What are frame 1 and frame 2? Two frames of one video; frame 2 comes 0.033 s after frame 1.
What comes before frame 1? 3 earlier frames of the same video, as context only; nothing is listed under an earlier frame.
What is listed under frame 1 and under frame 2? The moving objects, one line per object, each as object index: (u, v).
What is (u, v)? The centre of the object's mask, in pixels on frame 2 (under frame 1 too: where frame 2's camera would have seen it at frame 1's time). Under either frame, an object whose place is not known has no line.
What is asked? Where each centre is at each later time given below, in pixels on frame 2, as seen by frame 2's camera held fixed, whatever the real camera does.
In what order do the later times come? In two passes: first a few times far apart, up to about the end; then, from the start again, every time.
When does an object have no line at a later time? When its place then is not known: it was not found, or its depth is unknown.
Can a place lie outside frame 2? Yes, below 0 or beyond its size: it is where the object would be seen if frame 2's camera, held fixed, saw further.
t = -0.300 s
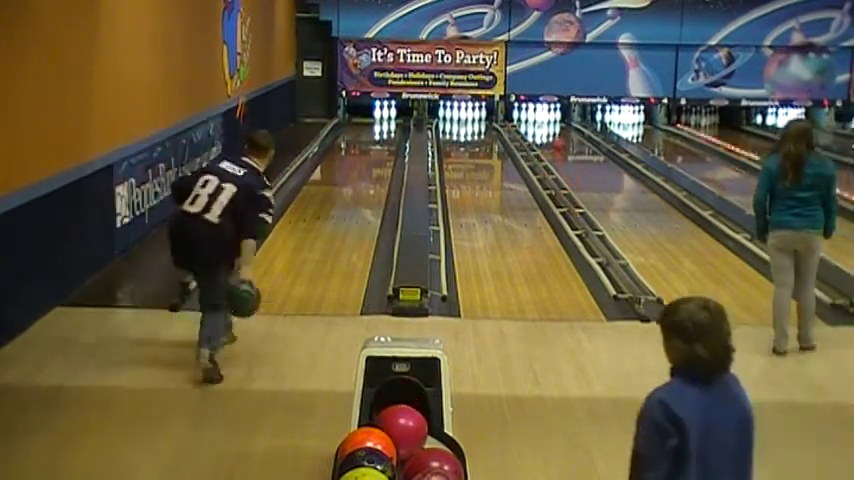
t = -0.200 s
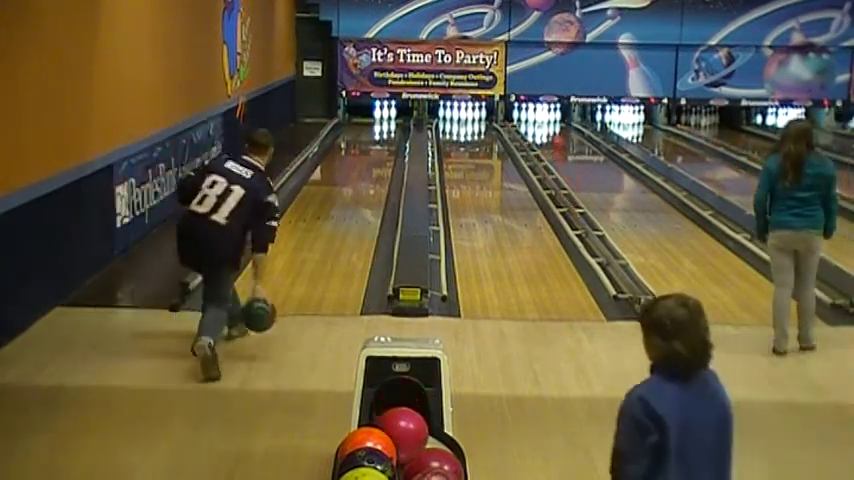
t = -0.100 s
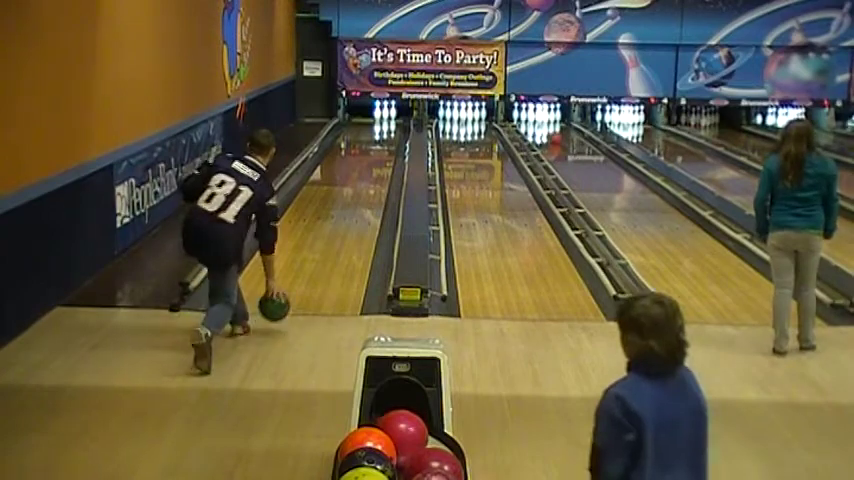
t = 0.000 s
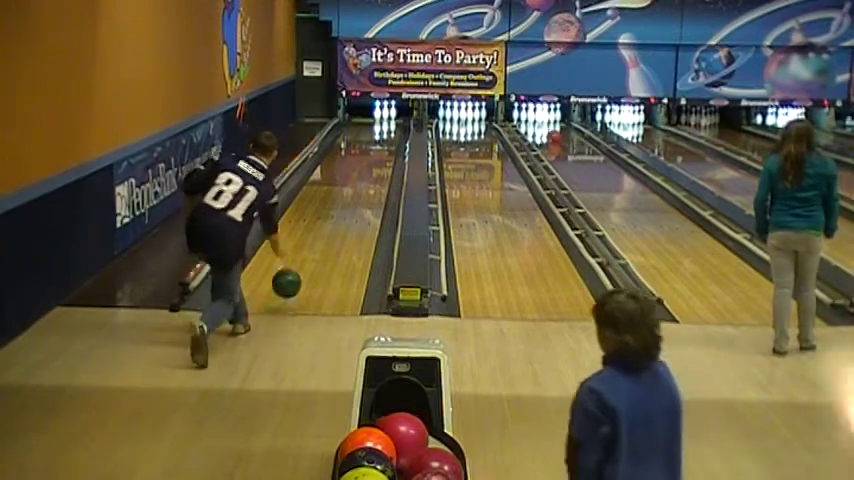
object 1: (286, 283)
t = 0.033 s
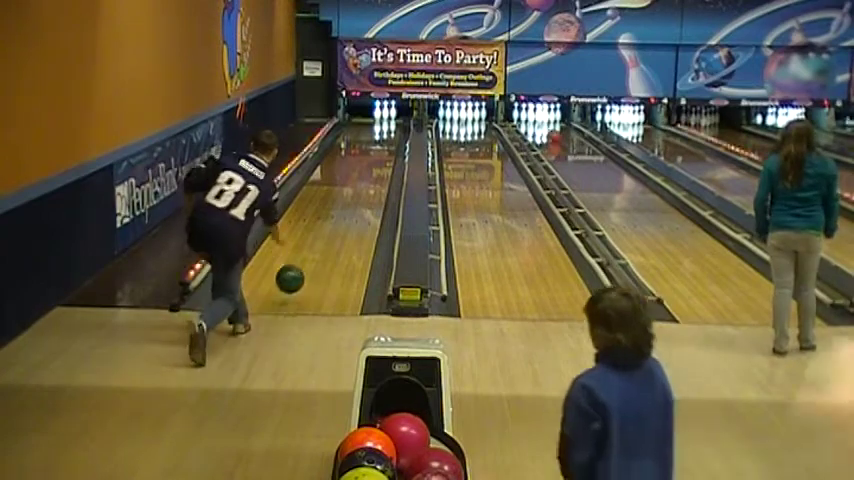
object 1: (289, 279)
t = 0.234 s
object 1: (308, 257)
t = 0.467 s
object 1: (324, 227)
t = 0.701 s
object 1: (336, 205)
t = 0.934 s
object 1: (346, 186)
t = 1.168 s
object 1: (354, 171)
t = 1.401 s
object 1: (360, 158)
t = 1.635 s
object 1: (365, 149)
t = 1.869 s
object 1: (369, 140)
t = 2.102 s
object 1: (374, 131)
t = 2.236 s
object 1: (376, 128)
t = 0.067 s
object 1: (293, 276)
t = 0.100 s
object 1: (296, 275)
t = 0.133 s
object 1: (299, 273)
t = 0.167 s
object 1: (302, 266)
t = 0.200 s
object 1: (305, 260)
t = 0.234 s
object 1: (308, 257)
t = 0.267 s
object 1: (311, 252)
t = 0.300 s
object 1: (313, 248)
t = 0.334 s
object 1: (315, 243)
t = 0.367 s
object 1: (318, 239)
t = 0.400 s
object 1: (320, 235)
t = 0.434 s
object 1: (322, 232)
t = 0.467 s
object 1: (324, 227)
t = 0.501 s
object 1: (326, 224)
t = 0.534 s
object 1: (327, 220)
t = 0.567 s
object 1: (329, 217)
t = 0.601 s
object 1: (331, 213)
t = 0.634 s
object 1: (333, 210)
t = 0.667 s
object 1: (335, 207)
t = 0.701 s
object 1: (336, 205)
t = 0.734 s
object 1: (338, 201)
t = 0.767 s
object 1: (339, 199)
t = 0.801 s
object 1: (341, 196)
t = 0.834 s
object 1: (342, 194)
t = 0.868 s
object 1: (344, 191)
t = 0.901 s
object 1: (344, 189)
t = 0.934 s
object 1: (346, 186)
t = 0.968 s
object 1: (347, 184)
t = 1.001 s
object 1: (349, 182)
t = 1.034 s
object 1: (349, 180)
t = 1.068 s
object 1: (351, 178)
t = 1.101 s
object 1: (352, 175)
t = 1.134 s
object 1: (353, 172)
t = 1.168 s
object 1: (354, 171)
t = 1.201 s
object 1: (355, 170)
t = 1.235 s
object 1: (356, 168)
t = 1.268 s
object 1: (356, 166)
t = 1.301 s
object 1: (358, 165)
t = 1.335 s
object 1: (358, 163)
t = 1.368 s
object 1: (359, 160)
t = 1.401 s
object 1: (360, 158)
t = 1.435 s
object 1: (360, 158)
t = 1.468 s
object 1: (361, 156)
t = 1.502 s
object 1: (362, 154)
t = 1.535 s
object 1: (364, 151)
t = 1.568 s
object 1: (365, 150)
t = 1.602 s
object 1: (365, 149)
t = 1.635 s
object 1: (365, 149)
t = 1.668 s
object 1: (365, 149)
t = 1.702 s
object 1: (366, 147)
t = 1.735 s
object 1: (366, 147)
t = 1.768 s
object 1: (366, 146)
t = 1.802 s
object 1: (368, 143)
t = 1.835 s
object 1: (369, 142)
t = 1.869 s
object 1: (369, 140)
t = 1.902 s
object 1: (370, 139)
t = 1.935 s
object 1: (371, 137)
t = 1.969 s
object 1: (371, 136)
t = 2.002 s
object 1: (372, 136)
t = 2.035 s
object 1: (373, 134)
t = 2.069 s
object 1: (373, 133)
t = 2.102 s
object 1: (374, 131)
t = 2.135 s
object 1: (374, 130)
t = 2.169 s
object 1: (375, 130)
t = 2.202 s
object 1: (375, 129)
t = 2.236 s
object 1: (376, 128)
